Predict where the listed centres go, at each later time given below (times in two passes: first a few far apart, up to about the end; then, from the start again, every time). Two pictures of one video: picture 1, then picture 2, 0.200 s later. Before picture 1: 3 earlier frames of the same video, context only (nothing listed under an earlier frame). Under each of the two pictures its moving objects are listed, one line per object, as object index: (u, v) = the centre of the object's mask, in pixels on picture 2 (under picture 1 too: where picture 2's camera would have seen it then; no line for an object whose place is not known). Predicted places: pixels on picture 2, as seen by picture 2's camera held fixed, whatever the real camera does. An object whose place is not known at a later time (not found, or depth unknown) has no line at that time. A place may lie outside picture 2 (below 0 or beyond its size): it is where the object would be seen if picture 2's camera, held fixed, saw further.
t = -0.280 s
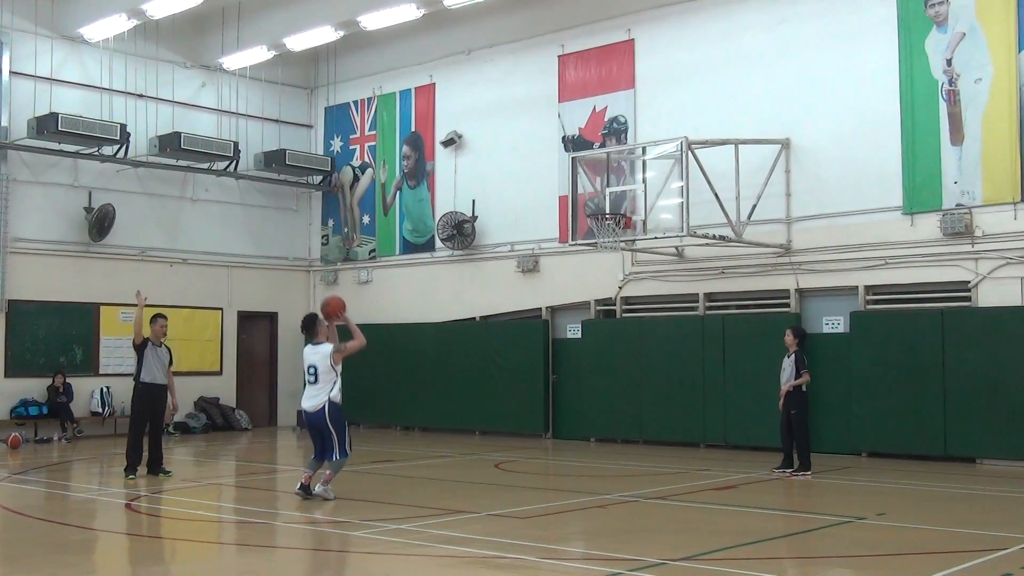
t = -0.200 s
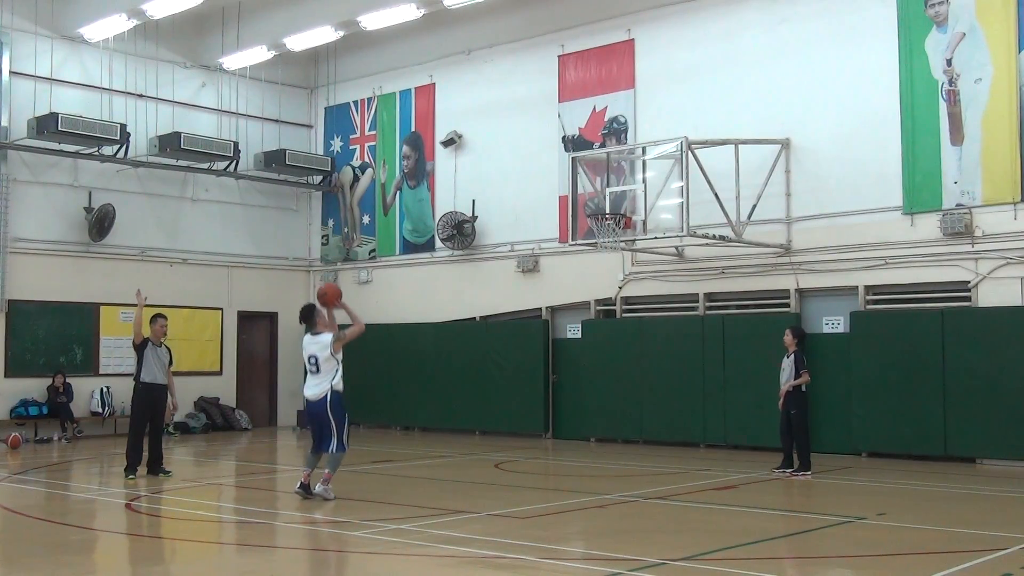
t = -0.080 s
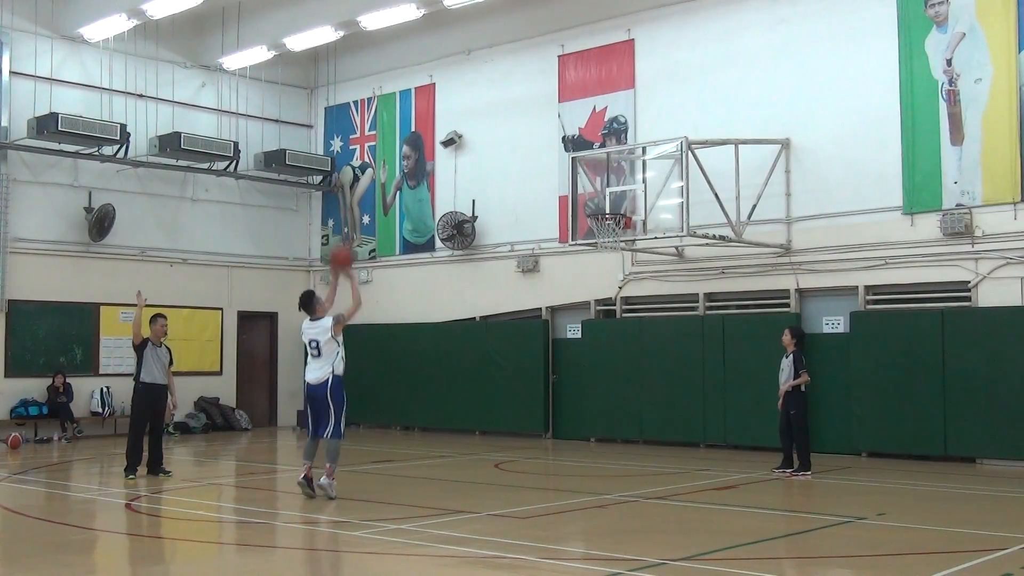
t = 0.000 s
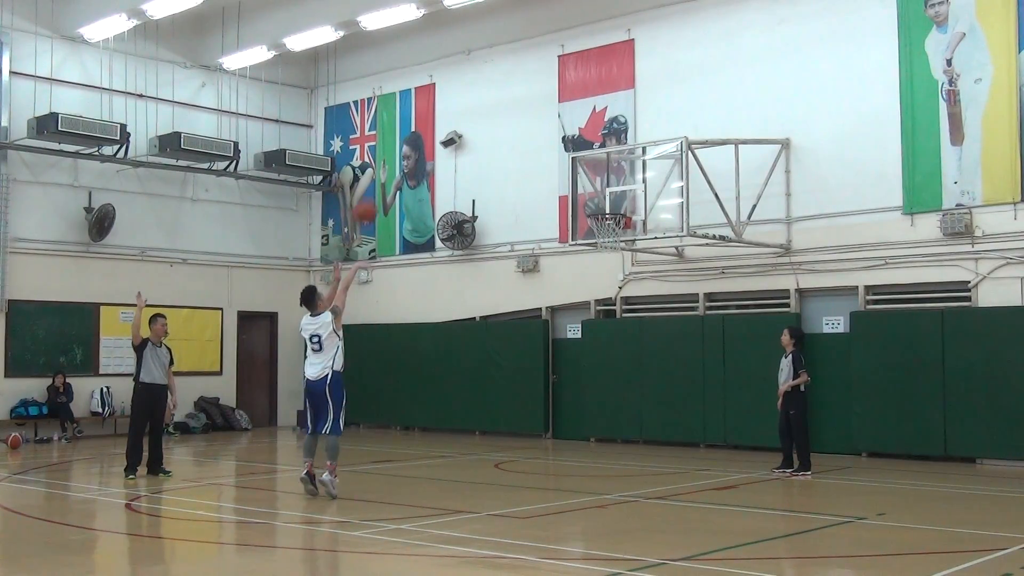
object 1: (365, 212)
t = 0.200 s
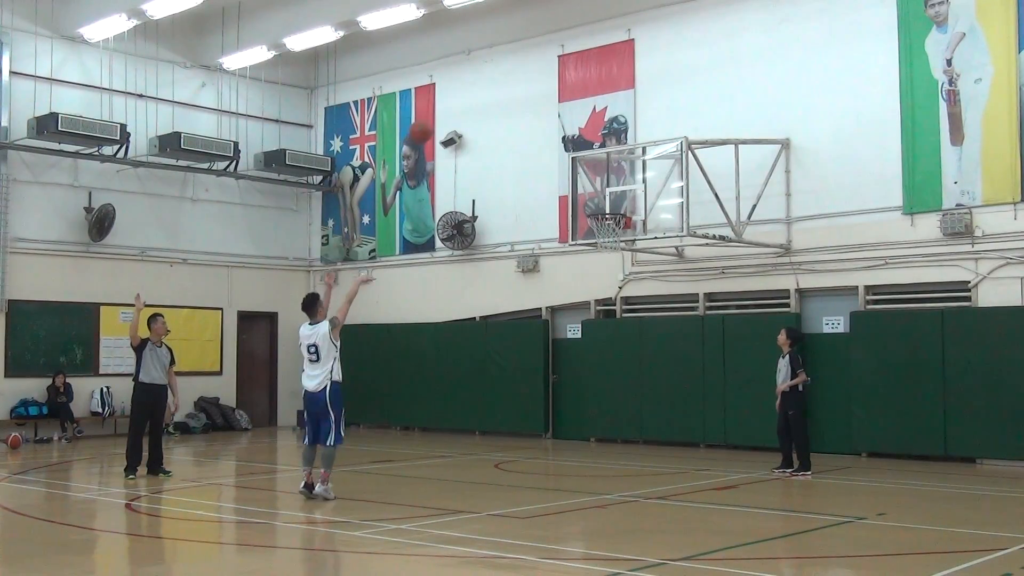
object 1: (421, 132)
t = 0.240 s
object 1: (430, 122)
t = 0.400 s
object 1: (469, 95)
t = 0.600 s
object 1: (514, 97)
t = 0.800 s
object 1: (554, 130)
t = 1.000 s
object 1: (590, 192)
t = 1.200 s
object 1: (617, 248)
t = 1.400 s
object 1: (631, 296)
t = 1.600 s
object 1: (645, 371)
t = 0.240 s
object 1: (430, 122)
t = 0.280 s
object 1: (441, 112)
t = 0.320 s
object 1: (450, 105)
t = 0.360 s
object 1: (460, 99)
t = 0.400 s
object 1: (469, 95)
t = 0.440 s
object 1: (479, 93)
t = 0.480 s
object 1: (488, 92)
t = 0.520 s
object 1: (497, 92)
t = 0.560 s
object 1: (505, 94)
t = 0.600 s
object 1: (514, 97)
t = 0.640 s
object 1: (522, 101)
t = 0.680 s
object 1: (530, 107)
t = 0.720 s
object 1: (538, 113)
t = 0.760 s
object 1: (546, 121)
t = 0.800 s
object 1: (554, 130)
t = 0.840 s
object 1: (562, 140)
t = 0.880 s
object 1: (569, 151)
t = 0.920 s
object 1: (577, 164)
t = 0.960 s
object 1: (583, 177)
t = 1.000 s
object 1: (590, 192)
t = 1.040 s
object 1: (597, 206)
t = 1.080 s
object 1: (604, 222)
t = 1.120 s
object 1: (611, 236)
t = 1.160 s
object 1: (614, 242)
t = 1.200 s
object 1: (617, 248)
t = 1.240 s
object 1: (619, 255)
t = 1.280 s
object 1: (622, 262)
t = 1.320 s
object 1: (625, 272)
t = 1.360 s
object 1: (628, 283)
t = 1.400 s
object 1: (631, 296)
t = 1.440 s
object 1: (633, 307)
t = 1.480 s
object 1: (636, 322)
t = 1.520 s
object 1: (639, 336)
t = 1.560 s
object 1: (642, 353)
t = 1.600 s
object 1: (645, 371)
